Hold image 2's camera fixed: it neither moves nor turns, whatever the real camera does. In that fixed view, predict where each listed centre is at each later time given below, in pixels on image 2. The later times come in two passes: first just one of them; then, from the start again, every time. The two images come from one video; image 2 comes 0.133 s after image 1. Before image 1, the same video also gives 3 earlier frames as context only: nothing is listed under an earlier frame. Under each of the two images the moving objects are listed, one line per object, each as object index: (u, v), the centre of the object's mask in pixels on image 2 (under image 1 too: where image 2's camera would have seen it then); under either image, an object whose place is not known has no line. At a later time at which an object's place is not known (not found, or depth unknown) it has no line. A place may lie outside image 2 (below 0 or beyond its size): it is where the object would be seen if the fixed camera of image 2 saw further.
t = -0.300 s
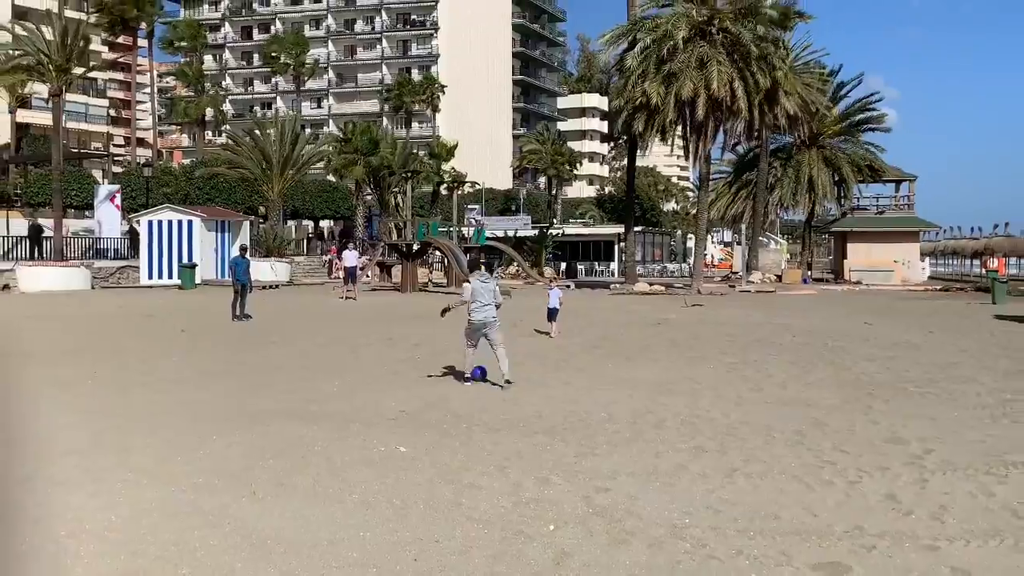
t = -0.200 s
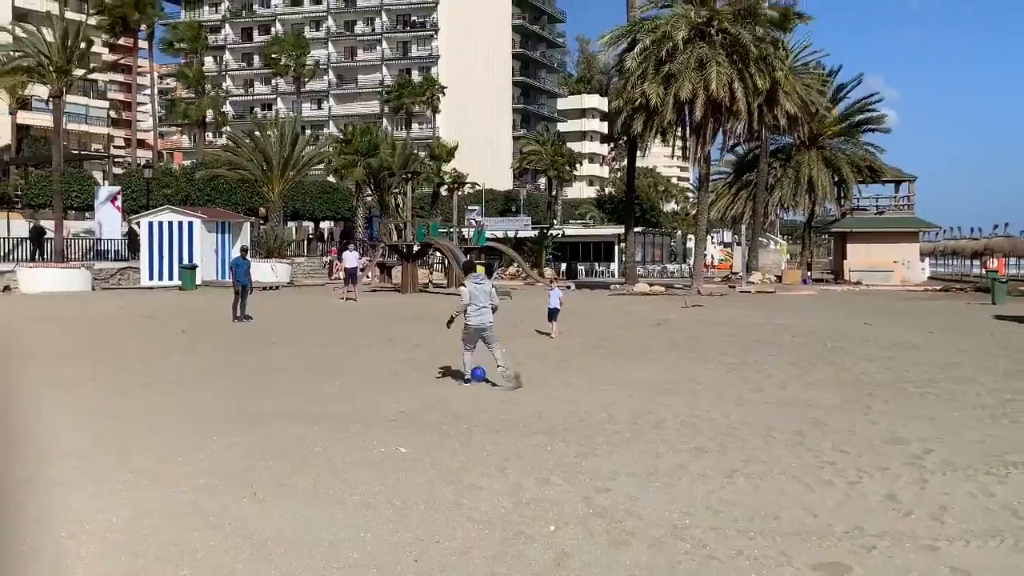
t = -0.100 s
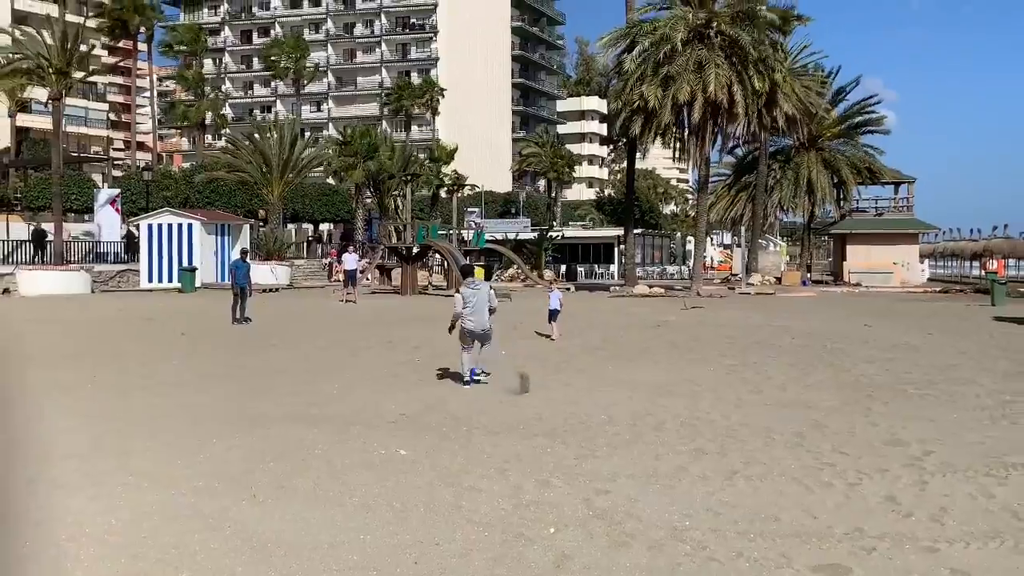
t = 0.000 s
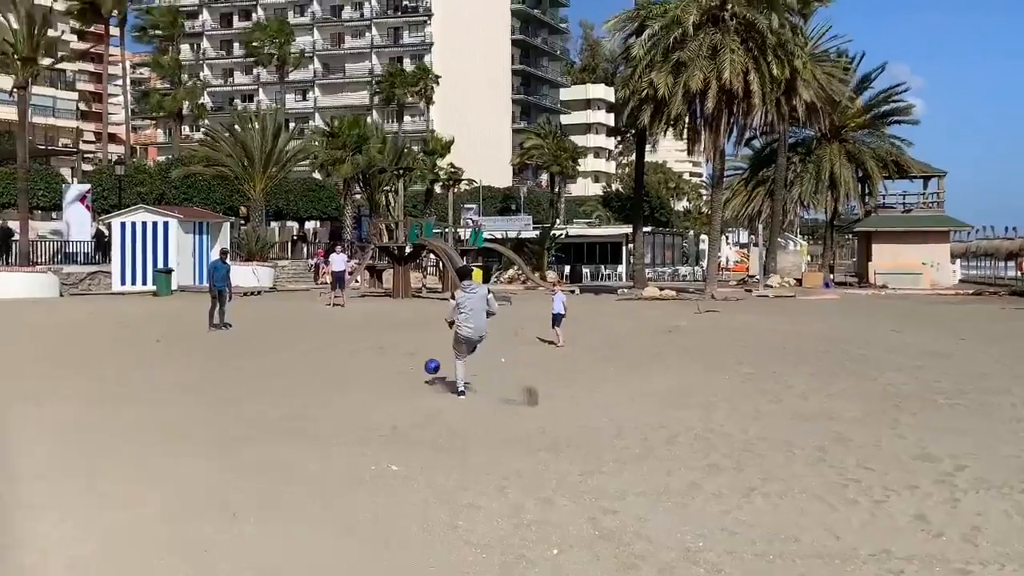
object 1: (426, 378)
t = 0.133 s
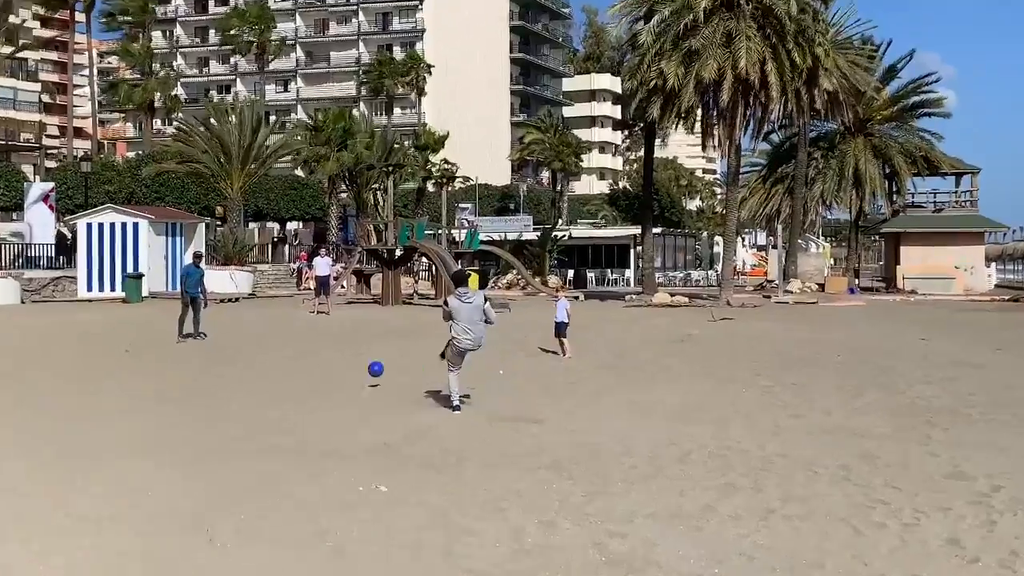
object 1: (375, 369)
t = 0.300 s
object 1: (323, 367)
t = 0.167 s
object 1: (363, 369)
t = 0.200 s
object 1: (352, 371)
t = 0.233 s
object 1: (341, 373)
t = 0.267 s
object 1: (331, 371)
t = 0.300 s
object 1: (323, 367)
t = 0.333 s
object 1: (314, 363)
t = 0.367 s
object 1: (305, 359)
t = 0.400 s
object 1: (297, 357)
